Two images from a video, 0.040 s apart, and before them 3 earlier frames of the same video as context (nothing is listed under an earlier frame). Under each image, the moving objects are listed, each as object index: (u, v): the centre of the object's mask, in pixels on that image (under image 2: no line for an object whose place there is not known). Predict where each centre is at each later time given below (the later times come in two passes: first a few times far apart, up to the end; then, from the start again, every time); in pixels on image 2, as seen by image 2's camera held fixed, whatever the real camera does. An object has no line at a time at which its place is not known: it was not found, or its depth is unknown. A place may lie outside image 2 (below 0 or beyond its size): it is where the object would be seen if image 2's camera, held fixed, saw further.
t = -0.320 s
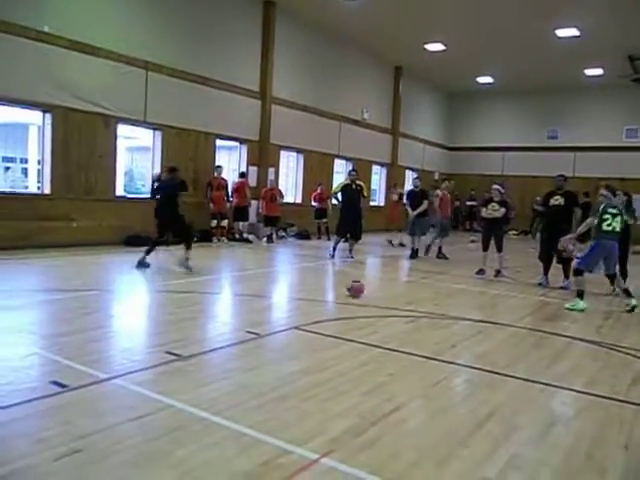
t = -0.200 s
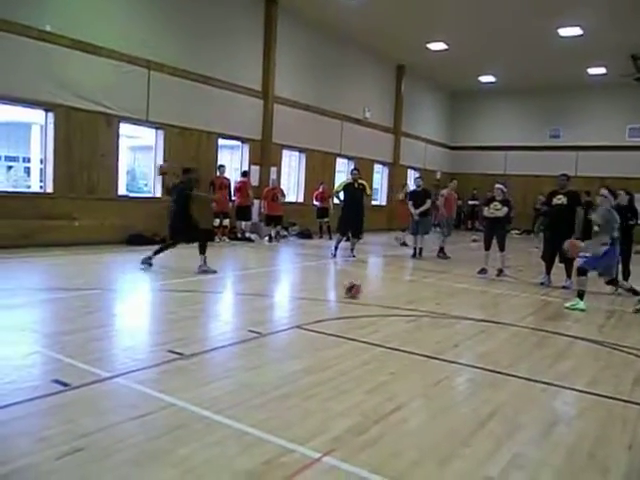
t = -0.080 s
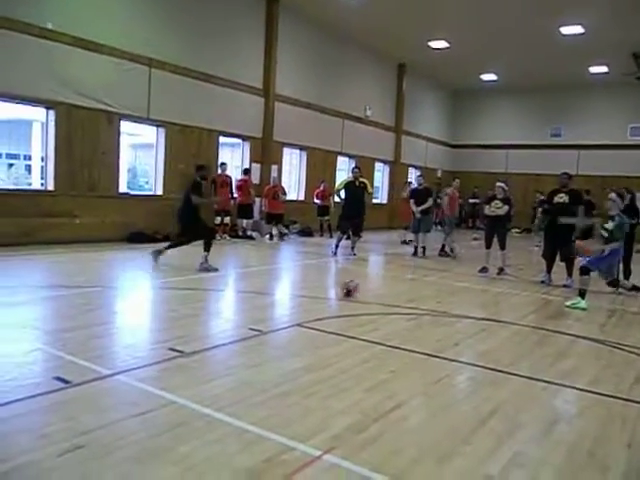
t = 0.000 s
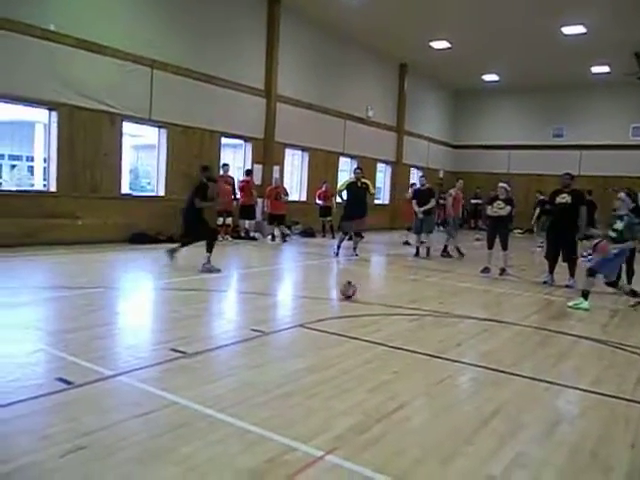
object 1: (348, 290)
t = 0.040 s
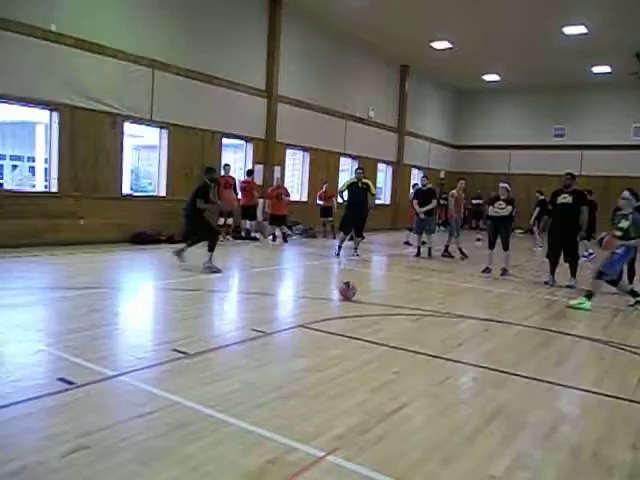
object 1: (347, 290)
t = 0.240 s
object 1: (340, 293)
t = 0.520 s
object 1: (327, 297)
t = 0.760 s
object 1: (316, 299)
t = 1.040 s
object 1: (302, 303)
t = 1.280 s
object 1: (289, 305)
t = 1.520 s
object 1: (276, 308)
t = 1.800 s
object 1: (259, 312)
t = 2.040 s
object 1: (244, 315)
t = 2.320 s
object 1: (227, 319)
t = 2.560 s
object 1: (208, 323)
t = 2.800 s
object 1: (188, 328)
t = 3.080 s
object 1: (169, 335)
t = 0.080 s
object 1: (346, 291)
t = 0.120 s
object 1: (345, 291)
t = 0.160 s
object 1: (343, 292)
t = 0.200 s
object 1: (342, 292)
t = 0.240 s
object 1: (340, 293)
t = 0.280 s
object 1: (338, 293)
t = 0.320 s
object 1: (335, 295)
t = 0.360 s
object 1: (333, 295)
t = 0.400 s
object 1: (331, 295)
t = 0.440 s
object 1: (330, 295)
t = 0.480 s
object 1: (328, 296)
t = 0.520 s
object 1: (327, 297)
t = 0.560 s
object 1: (325, 296)
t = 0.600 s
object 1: (324, 297)
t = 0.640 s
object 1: (322, 297)
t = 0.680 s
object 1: (319, 298)
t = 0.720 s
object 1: (318, 298)
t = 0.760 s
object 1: (316, 299)
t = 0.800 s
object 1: (314, 300)
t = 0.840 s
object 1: (312, 300)
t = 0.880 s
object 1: (311, 300)
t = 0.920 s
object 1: (309, 301)
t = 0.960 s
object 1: (307, 301)
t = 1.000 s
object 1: (304, 302)
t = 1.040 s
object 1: (302, 303)
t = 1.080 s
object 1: (300, 303)
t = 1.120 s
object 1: (298, 304)
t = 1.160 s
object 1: (297, 304)
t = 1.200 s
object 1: (294, 304)
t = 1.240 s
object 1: (291, 305)
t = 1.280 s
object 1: (289, 305)
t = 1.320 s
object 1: (287, 306)
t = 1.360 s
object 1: (284, 306)
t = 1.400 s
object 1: (282, 307)
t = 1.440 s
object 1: (280, 307)
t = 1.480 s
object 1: (278, 308)
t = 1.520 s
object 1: (276, 308)
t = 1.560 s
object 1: (274, 308)
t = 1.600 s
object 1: (271, 309)
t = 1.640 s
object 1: (269, 310)
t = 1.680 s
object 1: (267, 311)
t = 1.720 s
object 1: (264, 311)
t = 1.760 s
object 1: (262, 312)
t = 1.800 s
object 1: (259, 312)
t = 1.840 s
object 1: (256, 312)
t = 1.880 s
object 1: (254, 313)
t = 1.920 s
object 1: (251, 314)
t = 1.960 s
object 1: (249, 314)
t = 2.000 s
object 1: (247, 315)
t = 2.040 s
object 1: (244, 315)
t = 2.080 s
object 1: (242, 316)
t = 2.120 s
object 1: (239, 316)
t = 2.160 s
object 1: (237, 317)
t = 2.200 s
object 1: (234, 318)
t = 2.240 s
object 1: (232, 319)
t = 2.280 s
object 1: (230, 318)
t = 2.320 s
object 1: (227, 319)
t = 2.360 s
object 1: (223, 320)
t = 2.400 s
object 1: (220, 320)
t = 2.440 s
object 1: (218, 322)
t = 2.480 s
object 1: (214, 322)
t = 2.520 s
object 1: (210, 323)
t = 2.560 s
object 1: (208, 323)
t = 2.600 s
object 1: (204, 324)
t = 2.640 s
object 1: (201, 325)
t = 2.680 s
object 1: (199, 326)
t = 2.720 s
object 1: (196, 326)
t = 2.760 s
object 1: (193, 327)
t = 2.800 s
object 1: (188, 328)
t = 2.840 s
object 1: (185, 330)
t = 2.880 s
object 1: (182, 330)
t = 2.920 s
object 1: (178, 332)
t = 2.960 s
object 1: (175, 332)
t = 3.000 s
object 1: (171, 334)
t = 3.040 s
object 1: (168, 335)
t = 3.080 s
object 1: (169, 335)
